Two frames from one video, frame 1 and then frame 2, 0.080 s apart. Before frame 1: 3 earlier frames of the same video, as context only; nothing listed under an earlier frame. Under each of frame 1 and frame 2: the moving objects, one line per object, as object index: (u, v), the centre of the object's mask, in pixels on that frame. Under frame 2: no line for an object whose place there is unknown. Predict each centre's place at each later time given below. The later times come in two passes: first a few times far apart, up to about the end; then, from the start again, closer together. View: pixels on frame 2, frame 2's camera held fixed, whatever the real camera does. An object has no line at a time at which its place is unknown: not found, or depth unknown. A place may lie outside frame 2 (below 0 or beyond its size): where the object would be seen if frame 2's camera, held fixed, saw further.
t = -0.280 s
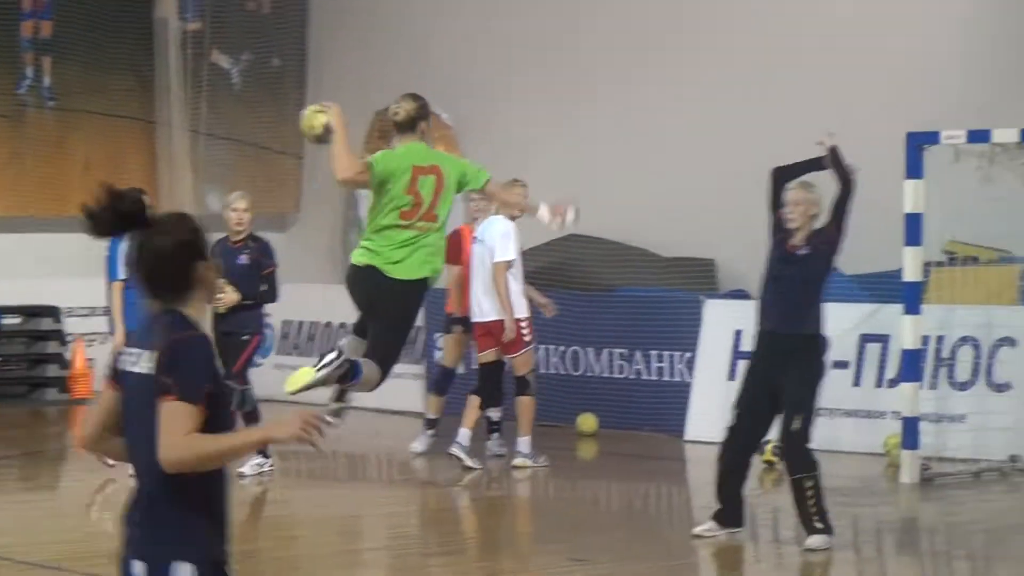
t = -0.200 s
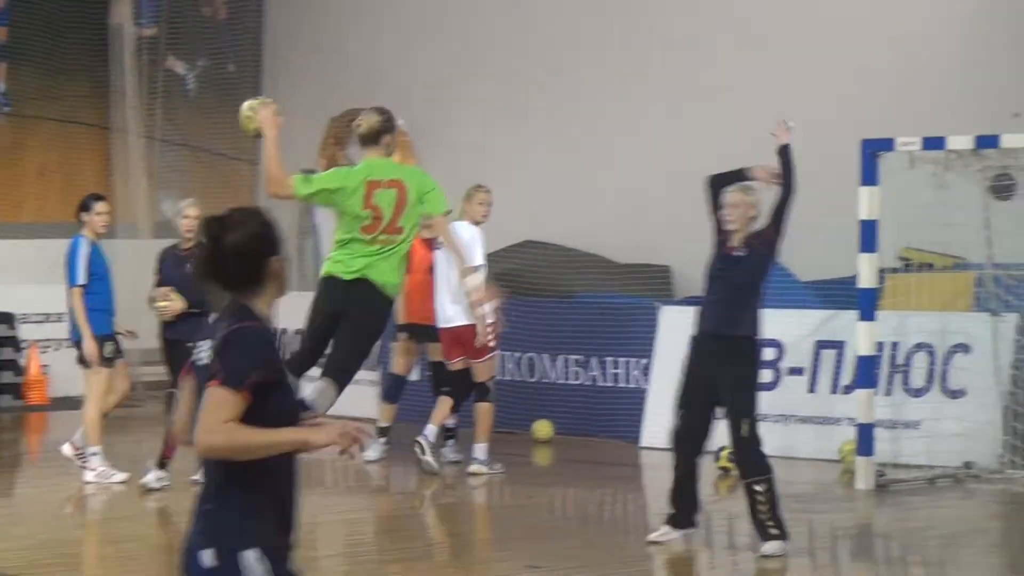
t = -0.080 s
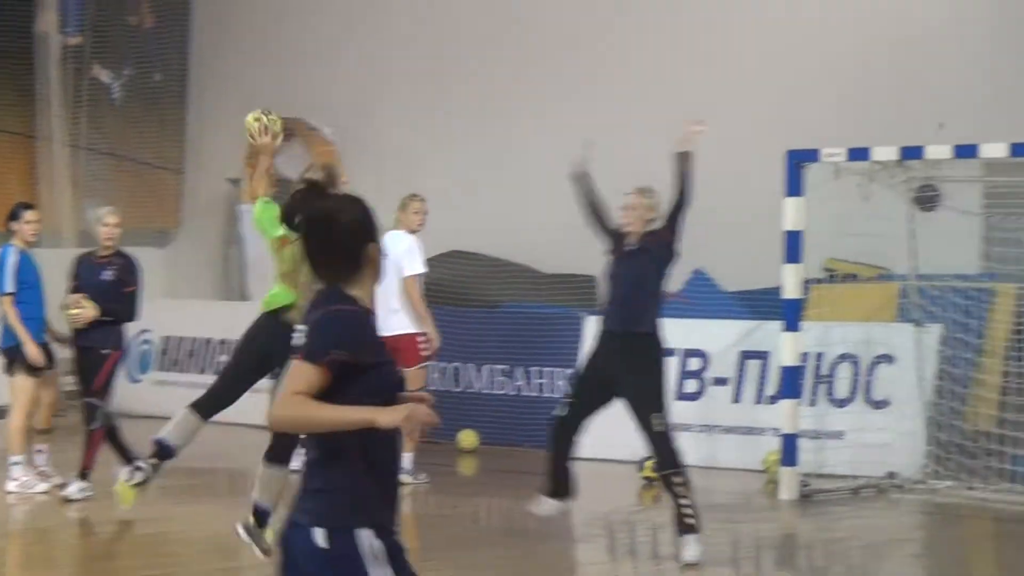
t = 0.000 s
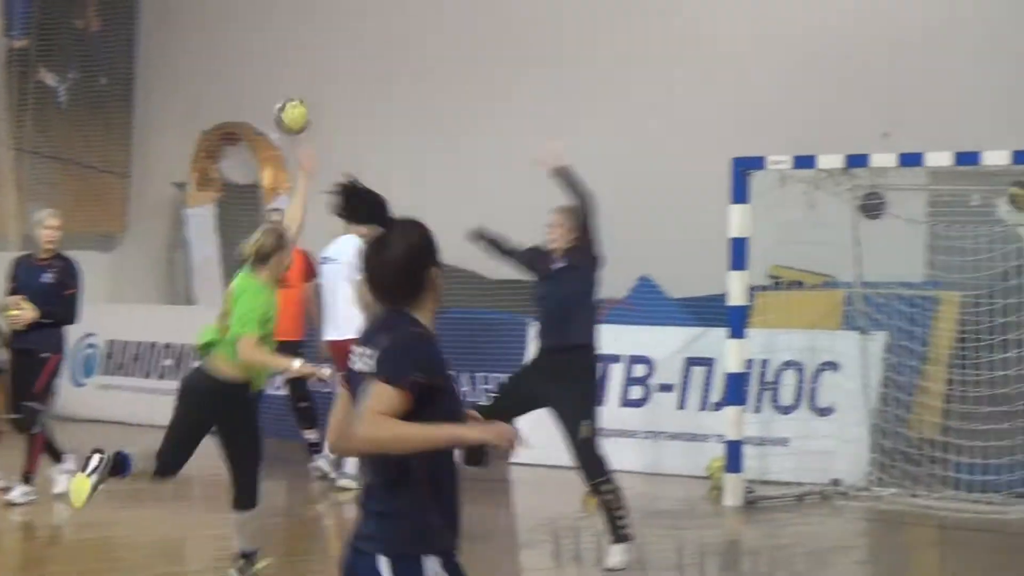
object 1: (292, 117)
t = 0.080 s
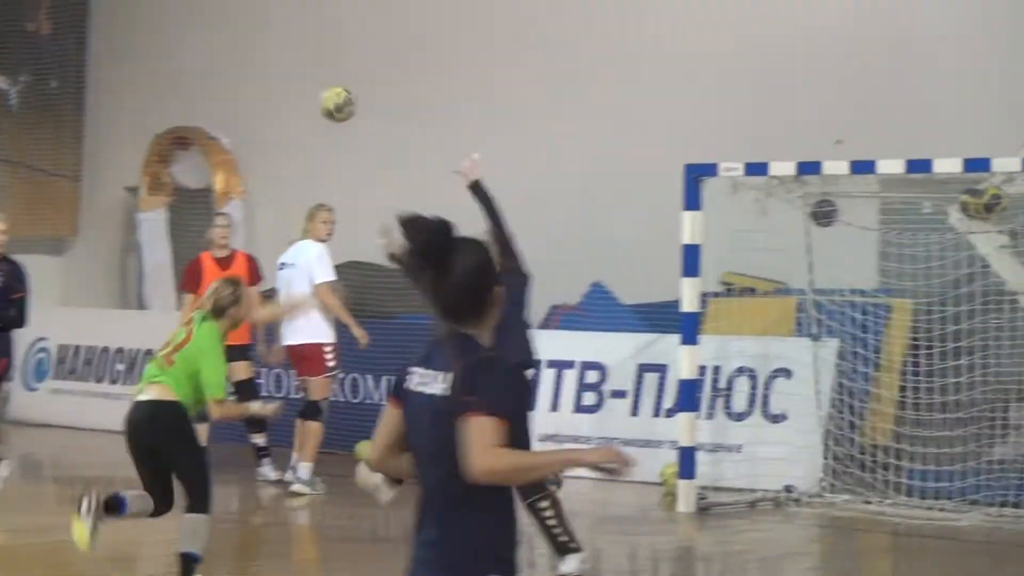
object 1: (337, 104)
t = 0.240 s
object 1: (509, 111)
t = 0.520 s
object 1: (760, 224)
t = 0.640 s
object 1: (853, 306)
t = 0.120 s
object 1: (384, 101)
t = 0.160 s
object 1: (427, 101)
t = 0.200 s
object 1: (470, 105)
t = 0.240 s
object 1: (509, 111)
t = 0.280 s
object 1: (549, 119)
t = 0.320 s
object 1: (586, 130)
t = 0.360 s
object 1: (623, 144)
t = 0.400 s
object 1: (659, 161)
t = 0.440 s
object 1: (693, 179)
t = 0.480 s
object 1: (726, 200)
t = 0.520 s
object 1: (760, 224)
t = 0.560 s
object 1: (791, 248)
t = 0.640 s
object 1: (853, 306)
